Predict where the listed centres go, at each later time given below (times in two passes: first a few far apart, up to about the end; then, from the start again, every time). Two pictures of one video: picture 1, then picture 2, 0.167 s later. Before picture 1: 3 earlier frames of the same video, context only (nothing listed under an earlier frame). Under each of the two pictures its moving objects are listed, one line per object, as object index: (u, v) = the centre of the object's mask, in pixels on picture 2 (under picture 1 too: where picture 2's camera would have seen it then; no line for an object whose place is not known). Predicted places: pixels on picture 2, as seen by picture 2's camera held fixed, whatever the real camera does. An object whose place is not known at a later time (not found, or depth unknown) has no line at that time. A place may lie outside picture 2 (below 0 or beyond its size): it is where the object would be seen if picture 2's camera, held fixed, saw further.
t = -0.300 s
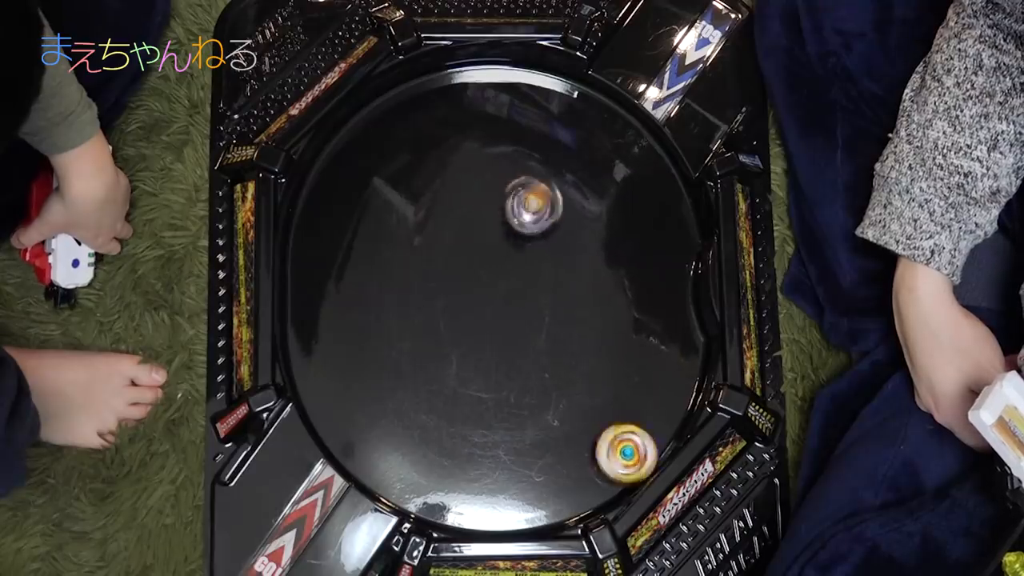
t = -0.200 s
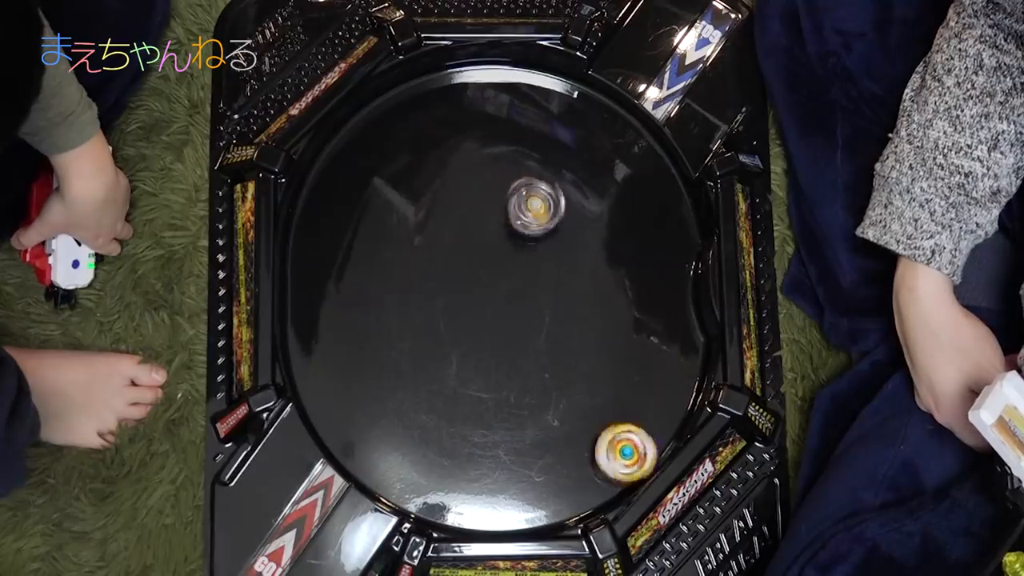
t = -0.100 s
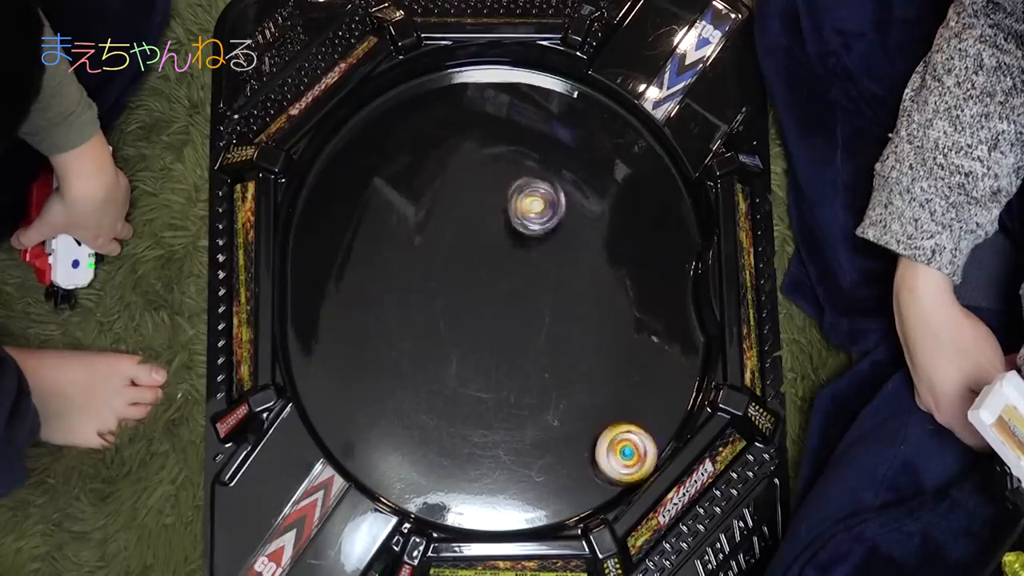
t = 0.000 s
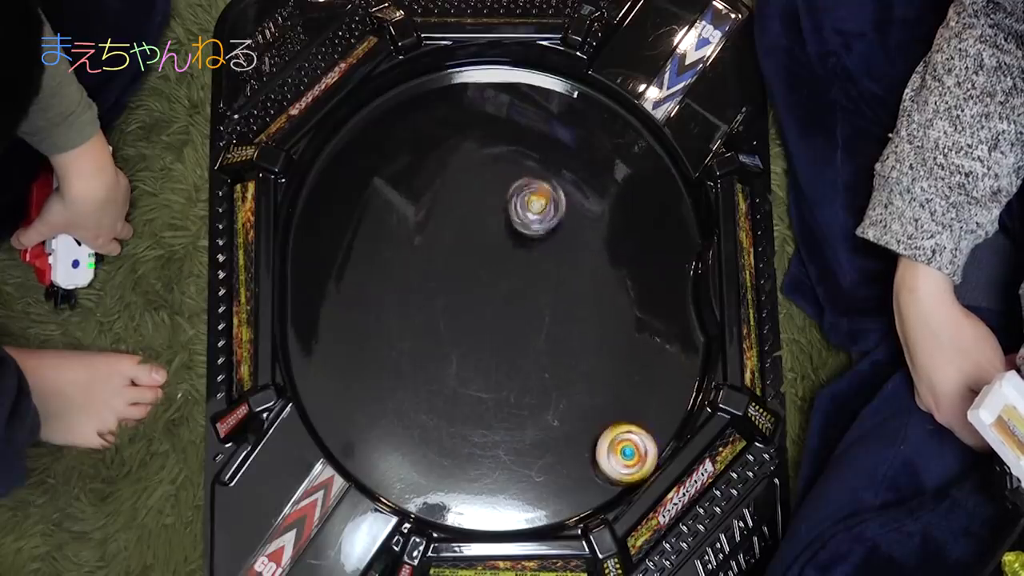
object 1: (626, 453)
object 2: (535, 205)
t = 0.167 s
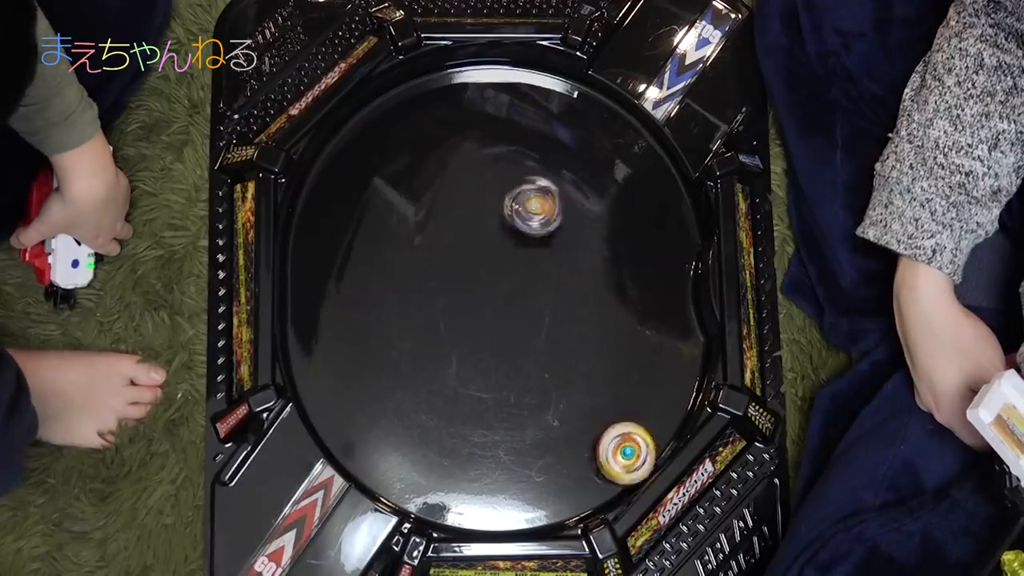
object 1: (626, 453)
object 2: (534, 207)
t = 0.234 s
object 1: (626, 453)
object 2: (533, 208)
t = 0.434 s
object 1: (625, 453)
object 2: (528, 211)
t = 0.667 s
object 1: (625, 454)
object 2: (517, 213)
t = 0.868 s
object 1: (625, 454)
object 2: (506, 217)
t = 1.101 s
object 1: (625, 453)
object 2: (493, 223)
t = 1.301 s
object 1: (626, 454)
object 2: (482, 227)
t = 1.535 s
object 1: (625, 454)
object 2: (473, 233)
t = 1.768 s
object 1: (625, 454)
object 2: (470, 234)
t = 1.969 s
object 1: (625, 454)
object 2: (468, 234)
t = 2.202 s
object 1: (625, 454)
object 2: (473, 236)
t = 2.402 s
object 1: (625, 453)
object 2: (480, 232)
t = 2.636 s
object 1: (625, 454)
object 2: (489, 230)
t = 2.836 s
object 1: (625, 454)
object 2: (501, 225)
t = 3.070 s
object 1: (625, 454)
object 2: (515, 215)
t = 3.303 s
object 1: (625, 454)
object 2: (526, 205)
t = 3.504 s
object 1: (625, 454)
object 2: (531, 196)
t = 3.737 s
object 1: (625, 454)
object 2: (531, 187)
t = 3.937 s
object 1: (626, 454)
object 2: (527, 181)
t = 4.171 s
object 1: (626, 453)
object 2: (519, 180)
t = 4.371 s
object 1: (627, 453)
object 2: (507, 184)
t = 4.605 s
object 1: (626, 454)
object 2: (494, 191)
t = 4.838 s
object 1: (626, 453)
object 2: (482, 205)
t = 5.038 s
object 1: (626, 453)
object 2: (477, 218)
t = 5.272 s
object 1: (626, 453)
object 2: (476, 232)
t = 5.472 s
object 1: (625, 455)
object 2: (481, 243)
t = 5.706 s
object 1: (625, 452)
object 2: (489, 253)
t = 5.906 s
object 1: (622, 452)
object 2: (498, 257)
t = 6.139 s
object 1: (624, 456)
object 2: (510, 261)
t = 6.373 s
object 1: (619, 452)
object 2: (523, 257)
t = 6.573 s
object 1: (620, 450)
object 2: (531, 254)
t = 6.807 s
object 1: (624, 450)
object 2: (539, 247)
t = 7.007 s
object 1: (629, 447)
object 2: (541, 238)
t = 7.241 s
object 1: (627, 438)
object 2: (540, 232)
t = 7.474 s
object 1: (627, 437)
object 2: (533, 220)
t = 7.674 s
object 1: (630, 443)
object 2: (523, 214)
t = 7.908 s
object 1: (621, 440)
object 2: (509, 208)
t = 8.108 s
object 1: (616, 439)
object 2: (497, 206)
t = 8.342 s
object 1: (621, 439)
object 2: (482, 205)
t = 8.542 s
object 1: (625, 432)
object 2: (474, 207)
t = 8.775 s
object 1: (625, 430)
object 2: (470, 210)
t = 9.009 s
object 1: (630, 431)
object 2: (470, 214)
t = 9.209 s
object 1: (635, 430)
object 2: (476, 217)
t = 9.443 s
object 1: (639, 429)
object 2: (487, 217)
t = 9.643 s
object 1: (638, 431)
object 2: (497, 217)
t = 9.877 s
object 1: (640, 439)
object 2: (511, 212)
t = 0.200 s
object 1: (626, 453)
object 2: (532, 208)
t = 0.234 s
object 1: (626, 453)
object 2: (533, 208)
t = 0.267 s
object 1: (626, 454)
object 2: (532, 208)
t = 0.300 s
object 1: (626, 453)
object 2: (531, 209)
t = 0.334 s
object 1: (625, 453)
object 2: (532, 210)
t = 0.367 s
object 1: (625, 453)
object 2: (530, 209)
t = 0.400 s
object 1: (625, 454)
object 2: (529, 210)
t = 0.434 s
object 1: (625, 453)
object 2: (528, 211)
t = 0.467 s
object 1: (626, 454)
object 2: (527, 210)
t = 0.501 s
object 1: (626, 454)
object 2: (524, 212)
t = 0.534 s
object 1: (626, 453)
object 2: (524, 211)
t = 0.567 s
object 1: (626, 454)
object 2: (522, 211)
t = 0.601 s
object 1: (625, 454)
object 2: (520, 213)
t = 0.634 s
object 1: (625, 453)
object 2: (520, 213)
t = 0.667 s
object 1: (625, 454)
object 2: (517, 213)
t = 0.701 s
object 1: (625, 454)
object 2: (516, 215)
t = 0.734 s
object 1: (625, 454)
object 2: (514, 215)
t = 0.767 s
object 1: (625, 454)
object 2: (511, 214)
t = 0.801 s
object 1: (625, 454)
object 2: (510, 217)
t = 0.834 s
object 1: (625, 454)
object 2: (508, 216)
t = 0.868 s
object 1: (625, 454)
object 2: (506, 217)
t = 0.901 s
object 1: (625, 454)
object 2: (504, 218)
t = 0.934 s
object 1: (626, 454)
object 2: (502, 218)
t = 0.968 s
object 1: (625, 454)
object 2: (499, 220)
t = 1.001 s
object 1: (625, 453)
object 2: (498, 220)
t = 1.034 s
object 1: (626, 454)
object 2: (496, 221)
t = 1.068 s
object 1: (625, 454)
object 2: (493, 223)
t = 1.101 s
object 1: (625, 453)
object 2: (493, 223)
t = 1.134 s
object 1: (625, 454)
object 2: (489, 223)
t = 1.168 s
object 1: (625, 454)
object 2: (489, 224)
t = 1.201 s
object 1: (626, 454)
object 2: (487, 225)
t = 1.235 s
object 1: (626, 453)
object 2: (484, 226)
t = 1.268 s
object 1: (626, 453)
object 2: (484, 228)
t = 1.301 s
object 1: (626, 454)
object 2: (482, 227)
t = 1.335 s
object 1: (625, 454)
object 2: (481, 228)
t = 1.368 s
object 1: (625, 453)
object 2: (479, 229)
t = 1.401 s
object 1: (625, 454)
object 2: (477, 229)
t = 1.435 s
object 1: (625, 454)
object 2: (476, 231)
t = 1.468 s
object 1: (626, 454)
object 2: (477, 231)
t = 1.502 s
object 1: (626, 454)
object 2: (474, 231)
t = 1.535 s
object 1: (625, 454)
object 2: (473, 233)
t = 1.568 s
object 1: (625, 454)
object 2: (474, 232)
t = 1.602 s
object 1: (625, 454)
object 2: (472, 233)
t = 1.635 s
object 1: (625, 453)
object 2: (472, 235)
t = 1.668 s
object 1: (625, 454)
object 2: (473, 234)
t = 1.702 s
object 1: (624, 454)
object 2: (470, 234)
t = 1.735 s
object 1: (624, 454)
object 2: (471, 234)
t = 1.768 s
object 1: (625, 454)
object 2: (470, 234)
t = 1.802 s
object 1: (625, 454)
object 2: (468, 235)
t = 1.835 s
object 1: (625, 454)
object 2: (470, 236)
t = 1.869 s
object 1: (625, 454)
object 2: (468, 235)
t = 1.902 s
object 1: (625, 454)
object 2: (469, 235)
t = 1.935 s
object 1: (625, 454)
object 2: (470, 236)
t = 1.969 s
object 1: (625, 454)
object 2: (468, 234)
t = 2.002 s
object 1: (625, 454)
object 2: (469, 237)
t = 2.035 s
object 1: (625, 454)
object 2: (470, 235)
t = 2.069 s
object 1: (625, 454)
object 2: (469, 236)
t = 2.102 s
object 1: (625, 454)
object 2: (470, 237)
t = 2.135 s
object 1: (625, 454)
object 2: (471, 235)
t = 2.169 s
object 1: (625, 454)
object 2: (472, 237)
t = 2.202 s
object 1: (625, 454)
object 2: (473, 236)
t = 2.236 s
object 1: (626, 454)
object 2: (474, 235)
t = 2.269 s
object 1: (626, 454)
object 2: (474, 236)
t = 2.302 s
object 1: (625, 454)
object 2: (476, 234)
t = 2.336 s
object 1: (626, 454)
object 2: (476, 235)
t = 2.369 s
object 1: (626, 454)
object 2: (478, 234)
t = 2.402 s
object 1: (625, 453)
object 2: (480, 232)
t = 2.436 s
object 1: (625, 454)
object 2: (480, 233)
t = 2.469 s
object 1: (625, 454)
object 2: (481, 232)
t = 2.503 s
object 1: (625, 454)
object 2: (482, 232)
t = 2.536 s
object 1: (625, 454)
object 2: (483, 232)
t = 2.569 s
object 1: (625, 453)
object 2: (487, 230)
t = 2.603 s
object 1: (626, 454)
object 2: (486, 231)
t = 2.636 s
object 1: (625, 454)
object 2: (489, 230)
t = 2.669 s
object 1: (625, 454)
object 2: (491, 229)
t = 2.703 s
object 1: (625, 454)
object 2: (492, 230)
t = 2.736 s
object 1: (625, 454)
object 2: (496, 228)
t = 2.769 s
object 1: (625, 454)
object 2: (496, 228)
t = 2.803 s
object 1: (625, 454)
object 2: (499, 227)
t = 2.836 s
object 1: (625, 454)
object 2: (501, 225)
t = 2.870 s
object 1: (625, 454)
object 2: (503, 225)
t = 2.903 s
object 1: (625, 454)
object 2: (506, 223)
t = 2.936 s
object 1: (625, 454)
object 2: (507, 223)
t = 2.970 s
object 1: (625, 454)
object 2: (509, 221)
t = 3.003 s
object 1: (626, 454)
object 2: (511, 219)
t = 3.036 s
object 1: (625, 454)
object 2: (514, 219)
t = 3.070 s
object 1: (625, 454)
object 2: (515, 215)
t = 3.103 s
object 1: (625, 454)
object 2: (517, 216)
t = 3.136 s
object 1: (625, 453)
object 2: (518, 213)
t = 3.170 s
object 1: (626, 454)
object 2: (520, 211)
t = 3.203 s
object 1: (625, 453)
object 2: (523, 211)
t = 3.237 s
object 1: (626, 454)
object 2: (523, 207)
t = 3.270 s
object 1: (625, 454)
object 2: (525, 207)
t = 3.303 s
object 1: (625, 454)
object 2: (526, 205)
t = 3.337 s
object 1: (626, 454)
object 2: (527, 204)
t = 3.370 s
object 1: (625, 454)
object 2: (529, 202)
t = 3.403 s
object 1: (625, 454)
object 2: (528, 200)
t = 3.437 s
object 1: (625, 453)
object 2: (530, 199)
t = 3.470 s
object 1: (625, 454)
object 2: (530, 197)
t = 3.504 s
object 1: (625, 454)
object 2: (531, 196)
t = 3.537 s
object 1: (626, 454)
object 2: (532, 193)
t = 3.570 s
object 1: (626, 454)
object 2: (531, 193)
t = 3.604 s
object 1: (626, 453)
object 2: (532, 191)
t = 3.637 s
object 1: (625, 454)
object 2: (531, 190)
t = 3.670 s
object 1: (625, 454)
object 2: (532, 189)
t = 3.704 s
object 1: (626, 454)
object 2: (532, 186)
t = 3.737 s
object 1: (625, 454)
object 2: (531, 187)
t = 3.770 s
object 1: (625, 453)
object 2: (531, 185)
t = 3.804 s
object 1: (625, 454)
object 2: (530, 185)
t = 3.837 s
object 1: (625, 453)
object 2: (530, 184)
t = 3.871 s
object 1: (625, 453)
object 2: (527, 181)
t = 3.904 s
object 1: (625, 453)
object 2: (528, 183)
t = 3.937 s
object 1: (626, 454)
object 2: (527, 181)
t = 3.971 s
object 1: (626, 453)
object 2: (525, 182)
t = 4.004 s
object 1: (626, 453)
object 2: (525, 181)
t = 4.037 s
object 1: (626, 453)
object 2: (523, 181)
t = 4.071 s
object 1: (626, 453)
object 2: (524, 181)
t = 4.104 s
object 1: (626, 453)
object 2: (521, 180)
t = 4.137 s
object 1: (626, 453)
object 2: (519, 181)
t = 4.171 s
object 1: (626, 453)
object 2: (519, 180)
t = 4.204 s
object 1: (626, 452)
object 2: (516, 180)
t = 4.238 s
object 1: (625, 453)
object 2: (516, 180)
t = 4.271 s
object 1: (625, 453)
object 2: (513, 181)
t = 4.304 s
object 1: (626, 453)
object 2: (511, 182)
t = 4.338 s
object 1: (626, 453)
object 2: (508, 181)
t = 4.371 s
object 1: (627, 453)
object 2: (507, 184)
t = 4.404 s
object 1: (626, 453)
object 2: (504, 183)
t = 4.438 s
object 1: (627, 453)
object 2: (503, 185)
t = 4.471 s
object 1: (627, 453)
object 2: (501, 186)
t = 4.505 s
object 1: (626, 452)
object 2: (498, 188)
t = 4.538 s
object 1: (626, 453)
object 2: (498, 189)
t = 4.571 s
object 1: (625, 453)
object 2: (494, 190)
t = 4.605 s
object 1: (626, 454)
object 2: (494, 191)
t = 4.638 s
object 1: (625, 453)
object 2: (491, 193)
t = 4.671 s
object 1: (624, 453)
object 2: (490, 196)
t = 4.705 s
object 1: (624, 454)
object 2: (487, 196)
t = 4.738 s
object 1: (625, 454)
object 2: (487, 200)
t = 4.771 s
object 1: (625, 454)
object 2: (484, 200)
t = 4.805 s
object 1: (626, 453)
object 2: (484, 202)
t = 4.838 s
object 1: (626, 453)
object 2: (482, 205)
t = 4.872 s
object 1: (626, 453)
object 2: (481, 208)
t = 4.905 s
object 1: (626, 453)
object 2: (480, 209)
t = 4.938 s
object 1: (626, 453)
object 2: (479, 212)
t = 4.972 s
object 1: (626, 453)
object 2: (478, 212)
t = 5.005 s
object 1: (626, 453)
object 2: (478, 216)
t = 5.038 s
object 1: (626, 453)
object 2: (477, 218)
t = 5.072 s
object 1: (625, 453)
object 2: (475, 220)
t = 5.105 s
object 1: (626, 453)
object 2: (478, 222)
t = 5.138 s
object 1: (626, 453)
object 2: (475, 224)
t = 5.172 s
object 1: (626, 453)
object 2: (476, 226)
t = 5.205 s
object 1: (626, 453)
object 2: (476, 228)
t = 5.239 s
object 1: (627, 453)
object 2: (477, 232)
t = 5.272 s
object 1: (626, 453)
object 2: (476, 232)
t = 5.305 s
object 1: (626, 453)
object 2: (478, 236)
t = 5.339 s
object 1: (626, 453)
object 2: (477, 236)
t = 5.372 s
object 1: (626, 453)
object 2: (479, 238)
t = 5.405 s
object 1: (625, 454)
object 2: (479, 240)
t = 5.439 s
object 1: (625, 454)
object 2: (480, 243)
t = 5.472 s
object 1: (625, 455)
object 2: (481, 243)
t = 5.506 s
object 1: (625, 454)
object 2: (482, 246)
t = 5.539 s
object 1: (624, 454)
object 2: (483, 247)
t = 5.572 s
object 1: (624, 454)
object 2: (484, 249)
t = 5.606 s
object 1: (625, 455)
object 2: (487, 250)
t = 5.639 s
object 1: (625, 453)
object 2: (486, 252)
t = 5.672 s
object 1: (625, 453)
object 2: (489, 251)
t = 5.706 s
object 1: (625, 452)
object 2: (489, 253)
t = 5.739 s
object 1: (625, 452)
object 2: (491, 254)
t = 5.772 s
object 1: (624, 451)
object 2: (492, 254)
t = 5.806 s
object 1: (624, 452)
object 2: (495, 256)
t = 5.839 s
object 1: (623, 451)
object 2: (494, 256)
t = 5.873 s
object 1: (623, 452)
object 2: (497, 257)
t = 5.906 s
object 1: (622, 452)
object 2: (498, 257)
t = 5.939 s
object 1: (622, 453)
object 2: (499, 259)
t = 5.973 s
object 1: (621, 453)
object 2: (502, 258)
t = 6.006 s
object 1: (622, 455)
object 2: (503, 260)
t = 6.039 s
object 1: (622, 455)
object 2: (505, 259)
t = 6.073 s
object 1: (624, 456)
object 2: (507, 260)
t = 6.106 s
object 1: (623, 455)
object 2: (510, 260)
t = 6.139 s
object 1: (624, 456)
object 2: (510, 261)
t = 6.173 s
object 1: (623, 456)
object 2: (513, 259)
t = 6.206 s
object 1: (621, 455)
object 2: (514, 261)
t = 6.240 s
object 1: (620, 454)
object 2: (516, 260)
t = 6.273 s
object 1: (618, 453)
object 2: (517, 259)
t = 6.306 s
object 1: (618, 453)
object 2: (521, 259)
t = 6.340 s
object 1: (619, 453)
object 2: (520, 258)
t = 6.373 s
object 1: (619, 452)
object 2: (523, 257)
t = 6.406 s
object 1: (619, 452)
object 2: (523, 258)
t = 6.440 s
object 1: (620, 451)
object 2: (526, 257)
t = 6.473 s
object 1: (620, 451)
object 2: (525, 256)
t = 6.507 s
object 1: (620, 450)
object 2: (529, 256)
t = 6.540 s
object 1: (620, 450)
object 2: (528, 255)
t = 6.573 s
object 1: (620, 450)
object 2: (531, 254)
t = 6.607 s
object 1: (620, 450)
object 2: (531, 253)
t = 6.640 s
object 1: (620, 450)
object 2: (533, 253)
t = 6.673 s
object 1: (620, 451)
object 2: (534, 251)
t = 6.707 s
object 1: (621, 450)
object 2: (536, 251)
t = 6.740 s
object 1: (622, 450)
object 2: (536, 250)
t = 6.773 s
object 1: (623, 450)
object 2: (538, 249)
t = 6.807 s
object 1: (624, 450)
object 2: (539, 247)
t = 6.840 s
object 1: (625, 450)
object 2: (540, 247)
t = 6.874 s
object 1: (625, 450)
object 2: (539, 244)
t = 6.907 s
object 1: (627, 449)
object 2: (541, 244)
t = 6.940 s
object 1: (627, 448)
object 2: (540, 242)
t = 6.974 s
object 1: (629, 448)
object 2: (540, 242)
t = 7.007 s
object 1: (629, 447)
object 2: (541, 238)
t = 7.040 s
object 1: (631, 447)
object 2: (541, 240)
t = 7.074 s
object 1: (631, 446)
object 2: (541, 237)
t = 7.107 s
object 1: (631, 446)
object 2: (541, 236)
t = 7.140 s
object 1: (632, 444)
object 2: (541, 234)
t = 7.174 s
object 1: (629, 442)
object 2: (540, 234)
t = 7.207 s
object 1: (628, 439)
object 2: (541, 231)
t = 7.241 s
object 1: (627, 438)
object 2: (540, 232)
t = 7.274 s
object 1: (627, 437)
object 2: (540, 229)
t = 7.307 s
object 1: (627, 437)
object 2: (539, 229)
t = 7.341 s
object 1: (628, 437)
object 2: (539, 226)
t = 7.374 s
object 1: (627, 436)
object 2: (537, 226)
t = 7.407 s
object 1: (628, 436)
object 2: (536, 223)
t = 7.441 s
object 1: (627, 436)
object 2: (536, 222)
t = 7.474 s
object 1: (627, 437)
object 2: (533, 220)
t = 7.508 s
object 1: (628, 437)
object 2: (532, 220)
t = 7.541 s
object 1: (628, 439)
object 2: (530, 217)
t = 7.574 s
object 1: (628, 439)
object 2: (529, 218)
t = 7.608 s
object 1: (628, 441)
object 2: (526, 216)
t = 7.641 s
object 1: (629, 442)
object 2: (526, 215)
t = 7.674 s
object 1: (630, 443)
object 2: (523, 214)
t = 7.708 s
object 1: (632, 445)
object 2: (522, 213)
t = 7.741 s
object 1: (633, 446)
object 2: (518, 212)
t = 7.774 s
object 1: (632, 445)
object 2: (518, 211)
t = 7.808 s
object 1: (630, 443)
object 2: (515, 211)
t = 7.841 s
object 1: (626, 442)
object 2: (513, 209)
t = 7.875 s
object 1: (624, 441)
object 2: (512, 209)
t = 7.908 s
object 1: (621, 440)
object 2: (509, 208)
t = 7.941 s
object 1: (619, 440)
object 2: (507, 208)
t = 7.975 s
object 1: (618, 439)
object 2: (504, 206)
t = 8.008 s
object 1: (617, 439)
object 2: (503, 207)
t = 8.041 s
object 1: (616, 439)
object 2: (499, 206)
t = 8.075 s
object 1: (615, 439)
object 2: (499, 205)
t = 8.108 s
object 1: (616, 439)
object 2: (497, 206)
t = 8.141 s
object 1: (615, 439)
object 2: (494, 205)
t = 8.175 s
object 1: (616, 440)
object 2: (492, 206)
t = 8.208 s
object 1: (617, 439)
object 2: (490, 204)
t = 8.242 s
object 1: (618, 440)
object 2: (488, 205)
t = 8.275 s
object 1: (620, 440)
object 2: (485, 204)
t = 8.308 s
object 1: (621, 439)
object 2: (484, 205)
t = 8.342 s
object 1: (621, 439)
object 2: (482, 205)
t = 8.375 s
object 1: (623, 438)
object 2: (481, 206)
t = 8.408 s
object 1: (623, 437)
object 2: (478, 205)
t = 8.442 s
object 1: (624, 435)
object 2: (479, 206)
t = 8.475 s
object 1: (625, 434)
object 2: (476, 206)
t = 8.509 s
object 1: (625, 433)
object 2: (476, 206)
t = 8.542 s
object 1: (625, 432)
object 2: (474, 207)
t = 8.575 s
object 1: (625, 432)
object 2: (474, 207)
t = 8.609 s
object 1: (624, 431)
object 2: (471, 208)
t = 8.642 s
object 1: (625, 431)
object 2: (472, 208)
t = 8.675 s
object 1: (625, 430)
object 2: (471, 209)
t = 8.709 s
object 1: (625, 430)
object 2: (470, 209)
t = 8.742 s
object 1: (625, 431)
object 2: (469, 210)
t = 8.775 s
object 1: (625, 430)
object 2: (470, 210)
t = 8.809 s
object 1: (626, 431)
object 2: (469, 211)
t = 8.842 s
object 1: (627, 431)
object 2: (470, 211)
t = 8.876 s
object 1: (626, 431)
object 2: (468, 212)
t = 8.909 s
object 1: (628, 431)
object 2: (471, 213)
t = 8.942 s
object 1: (628, 431)
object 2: (469, 214)
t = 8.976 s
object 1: (629, 431)
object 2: (471, 214)
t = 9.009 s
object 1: (630, 431)
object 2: (470, 214)
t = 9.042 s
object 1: (630, 431)
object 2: (472, 215)
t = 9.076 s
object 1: (632, 431)
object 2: (471, 216)
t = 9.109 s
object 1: (632, 431)
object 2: (474, 216)
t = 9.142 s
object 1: (633, 431)
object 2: (474, 217)
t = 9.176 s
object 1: (634, 431)
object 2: (476, 217)
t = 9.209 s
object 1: (635, 430)
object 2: (476, 217)
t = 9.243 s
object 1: (636, 431)
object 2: (479, 217)
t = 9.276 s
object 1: (636, 430)
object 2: (479, 218)
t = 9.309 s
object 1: (637, 431)
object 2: (481, 218)
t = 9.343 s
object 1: (638, 431)
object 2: (482, 219)
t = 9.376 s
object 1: (637, 430)
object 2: (485, 218)
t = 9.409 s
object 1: (638, 430)
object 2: (486, 219)
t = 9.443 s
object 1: (639, 429)
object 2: (487, 217)
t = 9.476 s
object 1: (638, 430)
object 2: (490, 218)
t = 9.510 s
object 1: (639, 430)
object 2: (490, 218)
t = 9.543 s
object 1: (638, 430)
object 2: (493, 218)
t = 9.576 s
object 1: (639, 430)
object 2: (494, 217)
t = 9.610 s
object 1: (639, 431)
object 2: (497, 217)
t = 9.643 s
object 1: (638, 431)
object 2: (497, 217)
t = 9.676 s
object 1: (638, 431)
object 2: (500, 216)
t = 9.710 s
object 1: (638, 431)
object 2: (501, 216)
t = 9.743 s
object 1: (637, 432)
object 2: (503, 215)
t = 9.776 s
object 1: (638, 434)
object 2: (505, 215)
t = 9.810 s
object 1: (637, 436)
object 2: (507, 214)
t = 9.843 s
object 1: (638, 437)
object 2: (510, 214)
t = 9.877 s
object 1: (640, 439)
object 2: (511, 212)
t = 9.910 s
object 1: (638, 438)
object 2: (512, 212)
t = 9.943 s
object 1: (635, 436)
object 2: (514, 209)
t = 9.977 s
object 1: (631, 433)
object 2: (516, 210)
